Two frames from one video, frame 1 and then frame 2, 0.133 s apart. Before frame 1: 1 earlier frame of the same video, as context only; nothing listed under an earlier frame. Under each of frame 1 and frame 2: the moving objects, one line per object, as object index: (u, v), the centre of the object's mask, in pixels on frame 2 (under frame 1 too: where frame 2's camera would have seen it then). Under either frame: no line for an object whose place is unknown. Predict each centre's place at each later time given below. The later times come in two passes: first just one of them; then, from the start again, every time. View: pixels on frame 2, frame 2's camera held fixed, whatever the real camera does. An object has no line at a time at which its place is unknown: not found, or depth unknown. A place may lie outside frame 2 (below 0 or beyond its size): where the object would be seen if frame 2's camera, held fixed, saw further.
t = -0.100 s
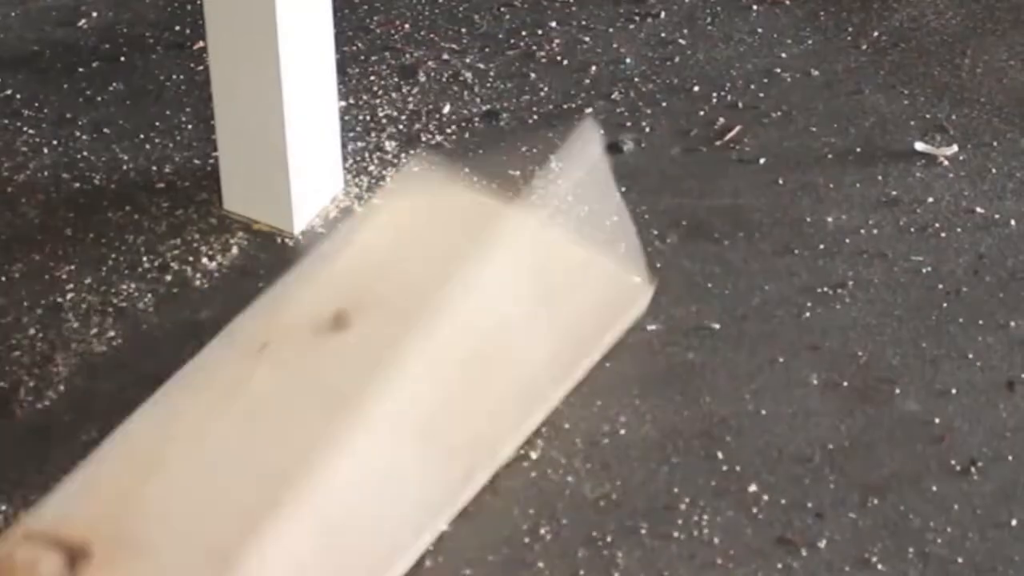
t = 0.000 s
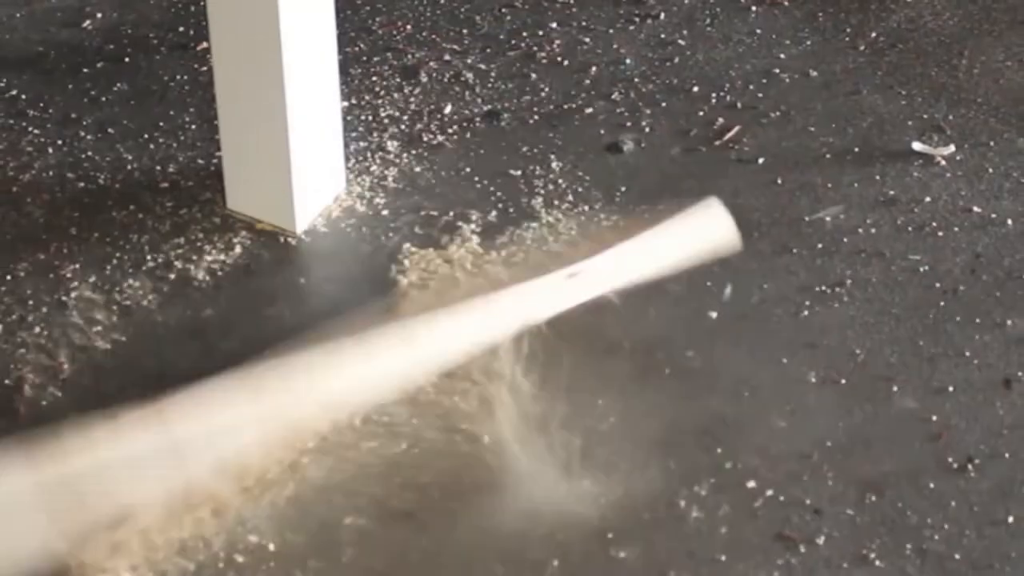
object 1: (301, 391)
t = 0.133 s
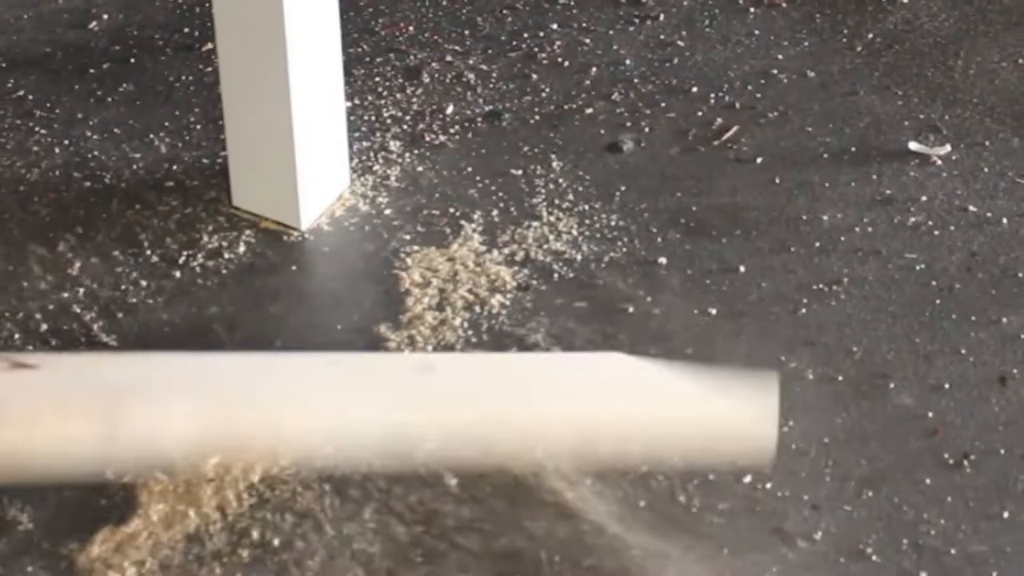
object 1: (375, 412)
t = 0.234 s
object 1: (380, 475)
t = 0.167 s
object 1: (361, 456)
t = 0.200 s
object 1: (358, 470)
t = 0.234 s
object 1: (380, 475)
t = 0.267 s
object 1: (416, 488)
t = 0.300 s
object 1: (386, 478)
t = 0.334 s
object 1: (390, 470)
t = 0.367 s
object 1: (389, 473)
